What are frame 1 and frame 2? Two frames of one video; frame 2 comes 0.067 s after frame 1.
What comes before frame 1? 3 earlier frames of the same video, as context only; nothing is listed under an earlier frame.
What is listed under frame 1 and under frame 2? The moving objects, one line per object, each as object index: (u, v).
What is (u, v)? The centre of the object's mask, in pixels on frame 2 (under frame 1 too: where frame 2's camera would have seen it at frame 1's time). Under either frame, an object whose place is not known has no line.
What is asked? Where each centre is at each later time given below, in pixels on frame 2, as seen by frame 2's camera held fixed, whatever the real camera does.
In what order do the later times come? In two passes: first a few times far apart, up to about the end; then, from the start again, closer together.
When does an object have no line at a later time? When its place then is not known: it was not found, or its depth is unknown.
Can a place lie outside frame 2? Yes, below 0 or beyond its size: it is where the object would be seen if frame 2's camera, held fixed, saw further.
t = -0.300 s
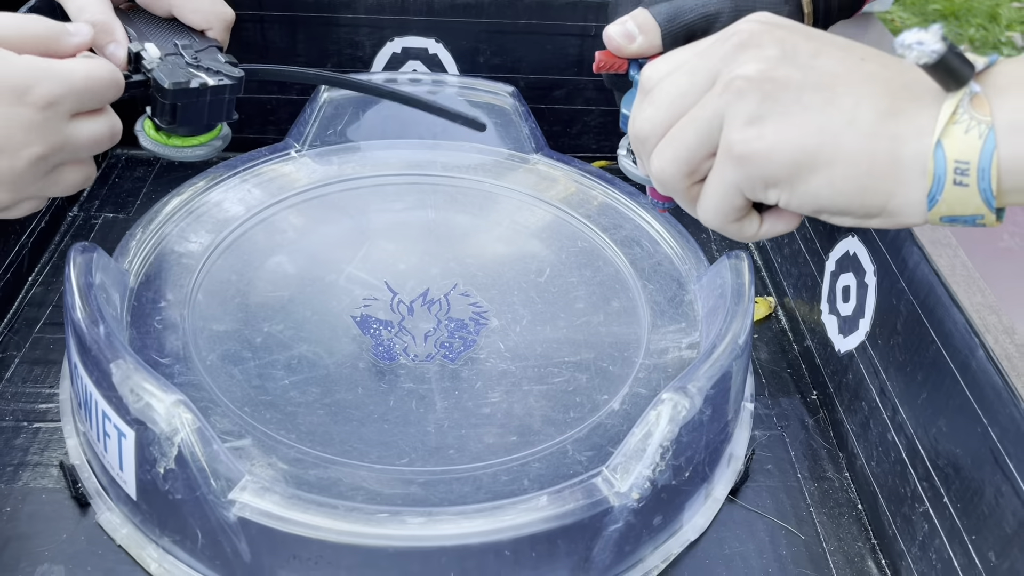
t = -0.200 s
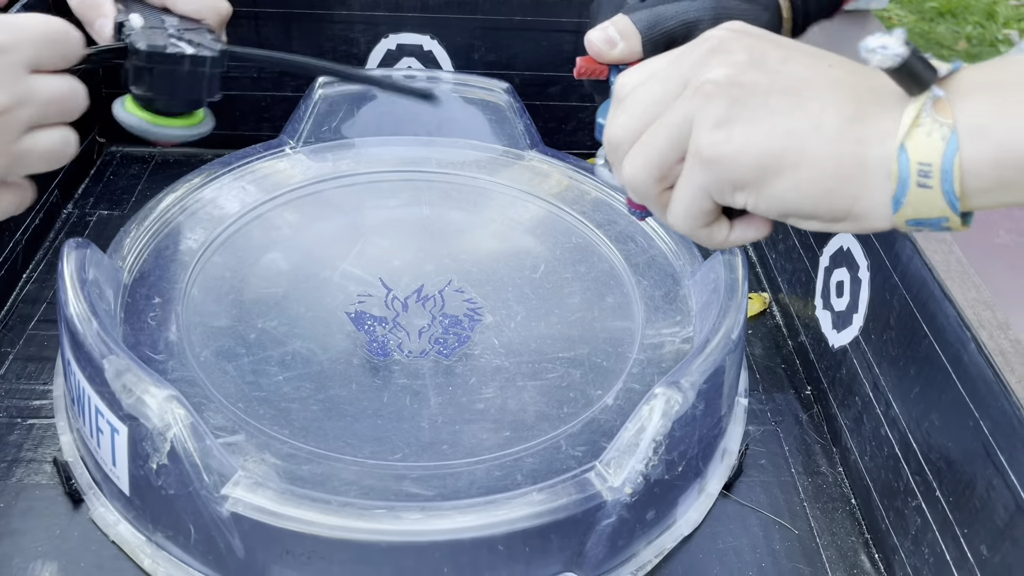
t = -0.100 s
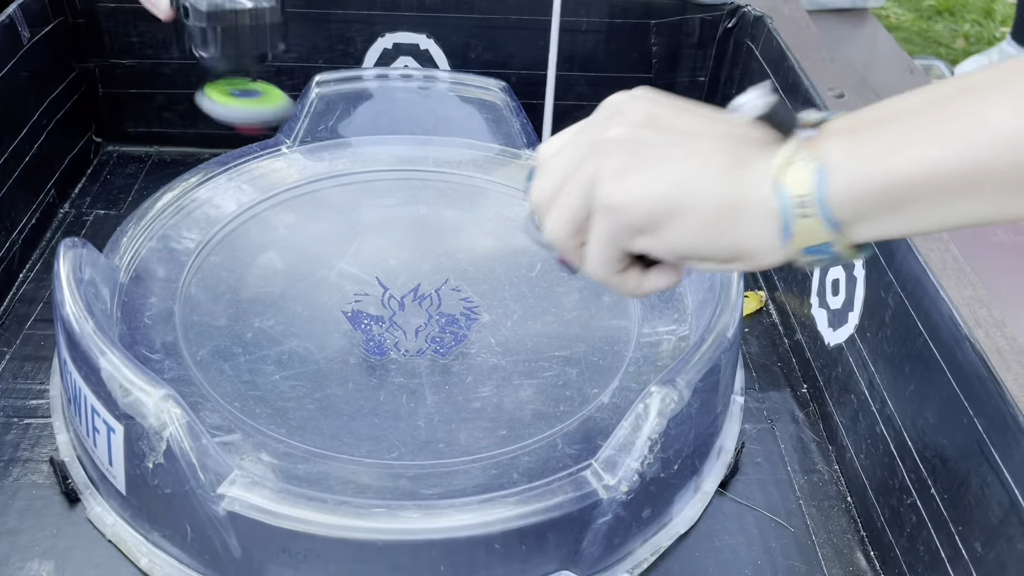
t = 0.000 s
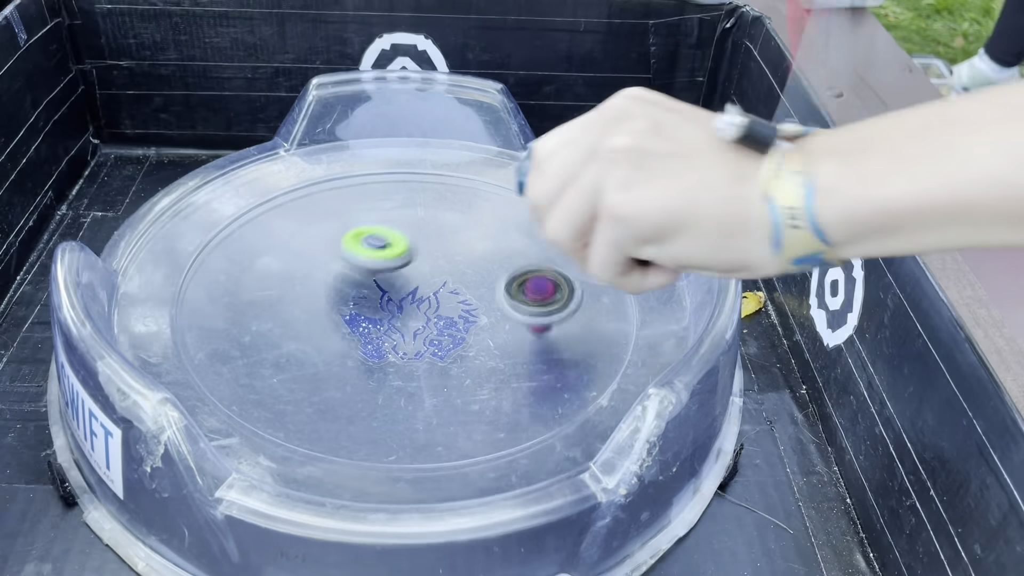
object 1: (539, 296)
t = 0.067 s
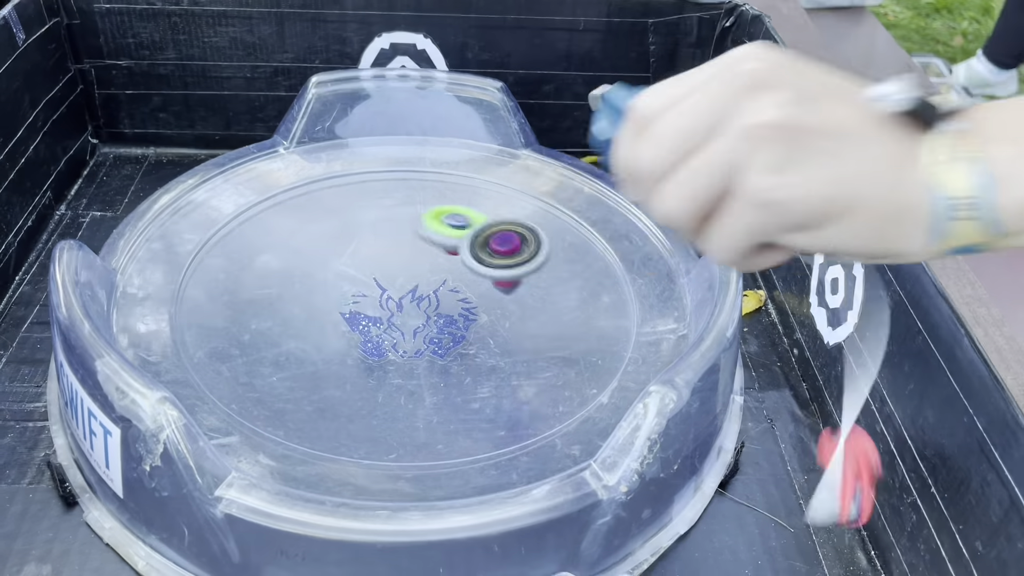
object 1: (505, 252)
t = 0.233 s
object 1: (403, 297)
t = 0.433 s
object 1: (370, 304)
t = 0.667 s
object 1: (418, 319)
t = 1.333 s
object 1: (445, 293)
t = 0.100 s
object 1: (488, 251)
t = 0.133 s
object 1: (464, 273)
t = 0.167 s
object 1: (440, 311)
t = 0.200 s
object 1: (421, 300)
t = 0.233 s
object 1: (403, 297)
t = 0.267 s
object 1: (385, 309)
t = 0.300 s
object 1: (375, 303)
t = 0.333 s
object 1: (368, 302)
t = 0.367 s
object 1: (365, 306)
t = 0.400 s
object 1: (366, 300)
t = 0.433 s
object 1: (370, 304)
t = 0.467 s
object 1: (379, 303)
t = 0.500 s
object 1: (389, 303)
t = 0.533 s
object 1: (397, 307)
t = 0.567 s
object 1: (404, 311)
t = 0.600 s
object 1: (410, 313)
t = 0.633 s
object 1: (415, 316)
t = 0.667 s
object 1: (418, 319)
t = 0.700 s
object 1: (420, 321)
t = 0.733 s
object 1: (423, 323)
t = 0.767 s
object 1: (426, 324)
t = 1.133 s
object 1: (452, 312)
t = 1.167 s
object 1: (451, 309)
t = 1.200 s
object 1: (451, 306)
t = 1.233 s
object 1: (450, 303)
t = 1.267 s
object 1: (449, 299)
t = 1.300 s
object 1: (447, 297)
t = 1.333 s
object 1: (445, 293)
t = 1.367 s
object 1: (442, 290)
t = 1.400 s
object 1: (439, 287)
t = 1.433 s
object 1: (436, 284)
